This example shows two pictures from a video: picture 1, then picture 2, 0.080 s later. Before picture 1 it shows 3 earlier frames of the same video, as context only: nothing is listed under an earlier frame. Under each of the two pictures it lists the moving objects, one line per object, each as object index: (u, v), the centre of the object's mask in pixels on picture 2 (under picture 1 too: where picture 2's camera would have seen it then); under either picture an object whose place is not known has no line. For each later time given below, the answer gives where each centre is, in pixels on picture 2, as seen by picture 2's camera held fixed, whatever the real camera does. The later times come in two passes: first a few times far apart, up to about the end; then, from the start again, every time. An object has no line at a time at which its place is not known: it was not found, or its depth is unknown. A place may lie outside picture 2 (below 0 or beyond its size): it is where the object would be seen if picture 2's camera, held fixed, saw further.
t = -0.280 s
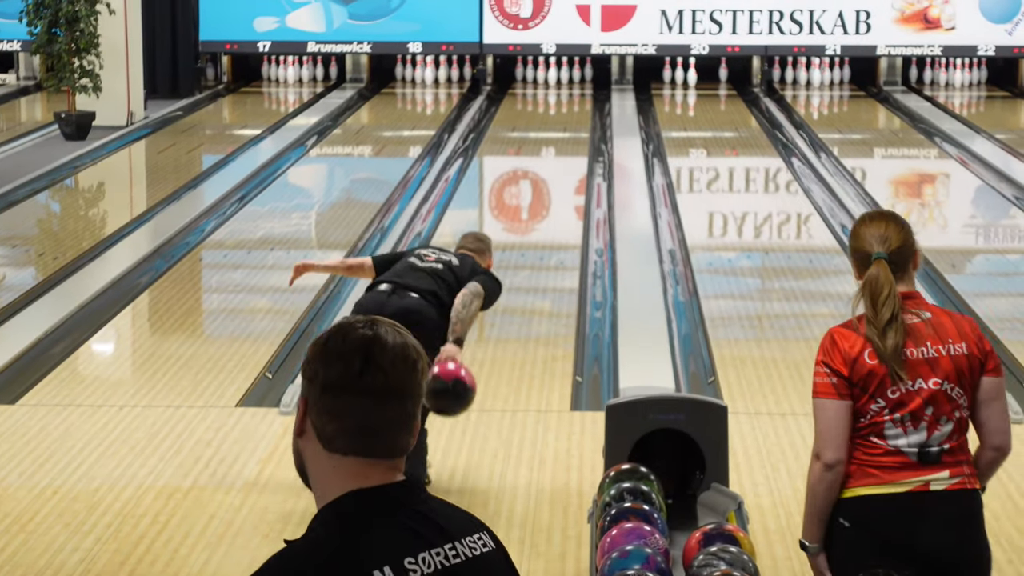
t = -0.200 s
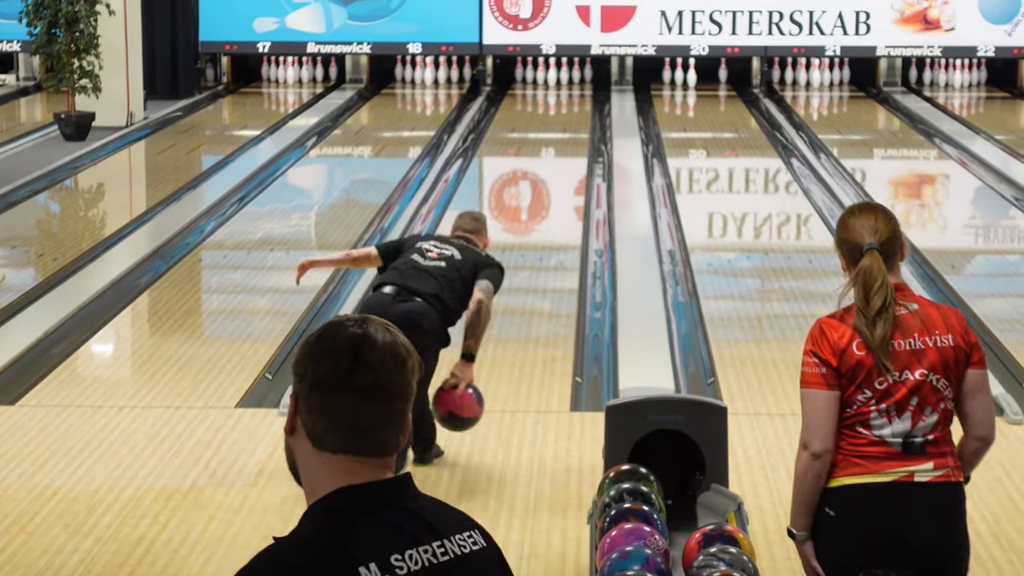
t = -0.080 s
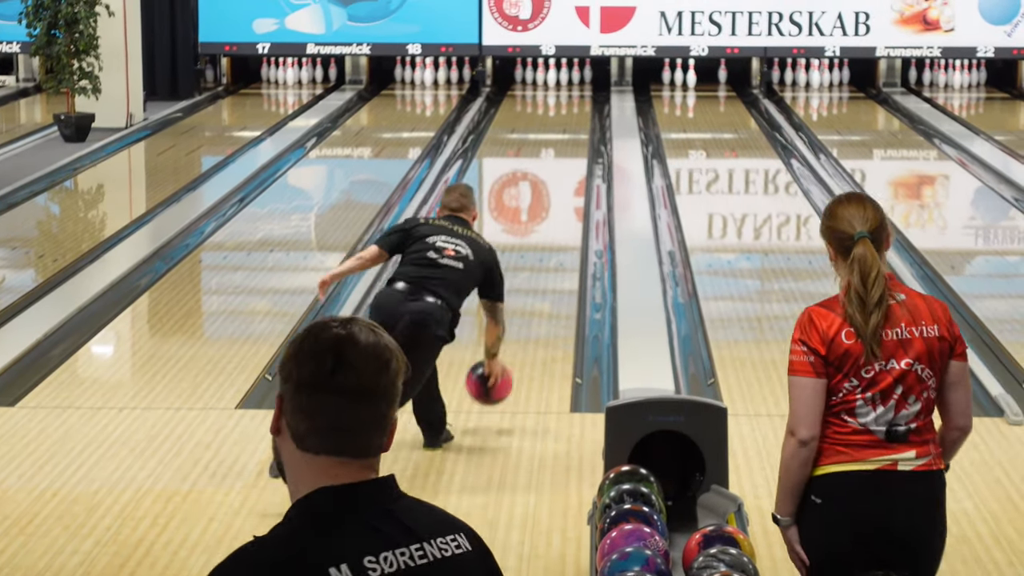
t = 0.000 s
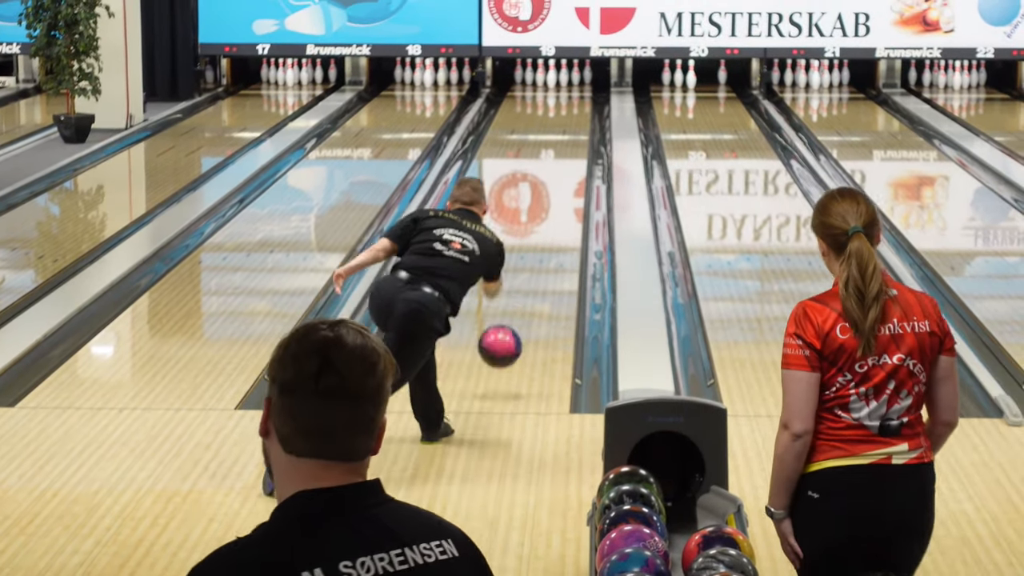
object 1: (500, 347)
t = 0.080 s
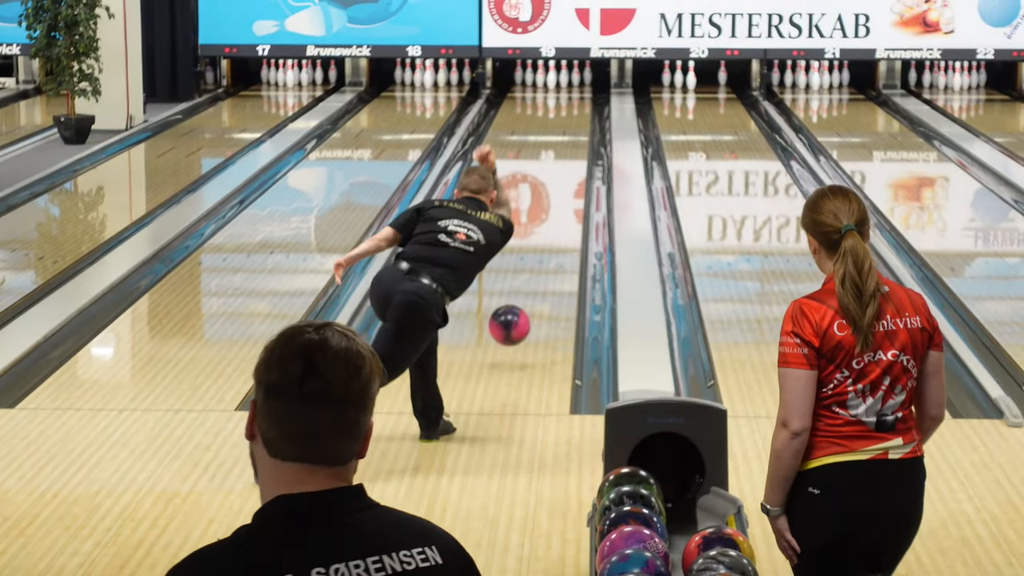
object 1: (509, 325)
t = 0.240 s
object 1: (524, 302)
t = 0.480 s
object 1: (541, 249)
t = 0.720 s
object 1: (554, 209)
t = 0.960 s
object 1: (563, 176)
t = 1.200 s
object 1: (569, 151)
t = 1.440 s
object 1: (573, 130)
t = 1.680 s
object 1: (574, 112)
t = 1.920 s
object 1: (570, 99)
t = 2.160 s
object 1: (561, 88)
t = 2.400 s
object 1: (566, 81)
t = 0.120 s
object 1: (513, 319)
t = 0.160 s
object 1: (517, 316)
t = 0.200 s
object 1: (521, 316)
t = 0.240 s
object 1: (524, 302)
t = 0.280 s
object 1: (528, 292)
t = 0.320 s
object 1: (531, 284)
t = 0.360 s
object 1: (534, 275)
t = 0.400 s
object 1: (536, 266)
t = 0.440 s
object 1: (539, 257)
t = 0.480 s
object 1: (541, 249)
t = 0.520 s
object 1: (544, 242)
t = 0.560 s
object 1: (546, 234)
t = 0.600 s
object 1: (548, 227)
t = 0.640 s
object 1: (550, 221)
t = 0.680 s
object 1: (552, 214)
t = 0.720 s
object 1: (554, 209)
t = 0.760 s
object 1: (556, 203)
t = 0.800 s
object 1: (557, 197)
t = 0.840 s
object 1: (559, 191)
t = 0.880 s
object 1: (560, 186)
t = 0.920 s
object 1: (561, 181)
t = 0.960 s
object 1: (563, 176)
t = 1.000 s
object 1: (564, 171)
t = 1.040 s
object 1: (565, 167)
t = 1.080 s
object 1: (566, 162)
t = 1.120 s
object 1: (567, 158)
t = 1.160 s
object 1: (568, 155)
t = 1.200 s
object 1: (569, 151)
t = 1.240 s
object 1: (570, 147)
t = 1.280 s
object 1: (570, 143)
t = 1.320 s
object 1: (571, 140)
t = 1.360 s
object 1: (572, 137)
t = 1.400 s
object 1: (573, 133)
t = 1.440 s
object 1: (573, 130)
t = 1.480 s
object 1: (573, 127)
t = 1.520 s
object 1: (574, 124)
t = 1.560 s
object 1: (573, 121)
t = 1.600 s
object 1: (574, 118)
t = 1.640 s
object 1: (574, 115)
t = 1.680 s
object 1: (574, 112)
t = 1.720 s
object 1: (573, 110)
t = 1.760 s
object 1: (573, 107)
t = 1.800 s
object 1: (573, 106)
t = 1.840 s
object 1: (572, 103)
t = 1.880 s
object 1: (572, 101)
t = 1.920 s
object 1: (570, 99)
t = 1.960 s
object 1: (569, 98)
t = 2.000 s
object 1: (567, 95)
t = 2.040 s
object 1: (566, 94)
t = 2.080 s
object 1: (565, 92)
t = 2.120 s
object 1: (563, 90)
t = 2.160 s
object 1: (561, 88)
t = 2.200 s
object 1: (560, 87)
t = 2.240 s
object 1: (561, 84)
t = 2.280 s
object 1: (562, 83)
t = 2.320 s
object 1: (563, 81)
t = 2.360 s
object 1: (564, 82)
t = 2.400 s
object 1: (566, 81)
